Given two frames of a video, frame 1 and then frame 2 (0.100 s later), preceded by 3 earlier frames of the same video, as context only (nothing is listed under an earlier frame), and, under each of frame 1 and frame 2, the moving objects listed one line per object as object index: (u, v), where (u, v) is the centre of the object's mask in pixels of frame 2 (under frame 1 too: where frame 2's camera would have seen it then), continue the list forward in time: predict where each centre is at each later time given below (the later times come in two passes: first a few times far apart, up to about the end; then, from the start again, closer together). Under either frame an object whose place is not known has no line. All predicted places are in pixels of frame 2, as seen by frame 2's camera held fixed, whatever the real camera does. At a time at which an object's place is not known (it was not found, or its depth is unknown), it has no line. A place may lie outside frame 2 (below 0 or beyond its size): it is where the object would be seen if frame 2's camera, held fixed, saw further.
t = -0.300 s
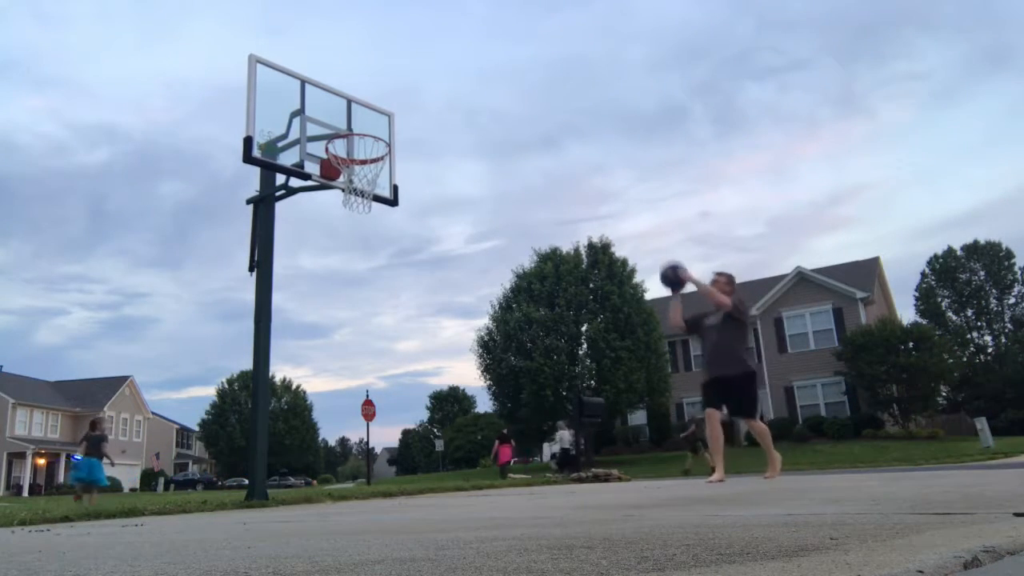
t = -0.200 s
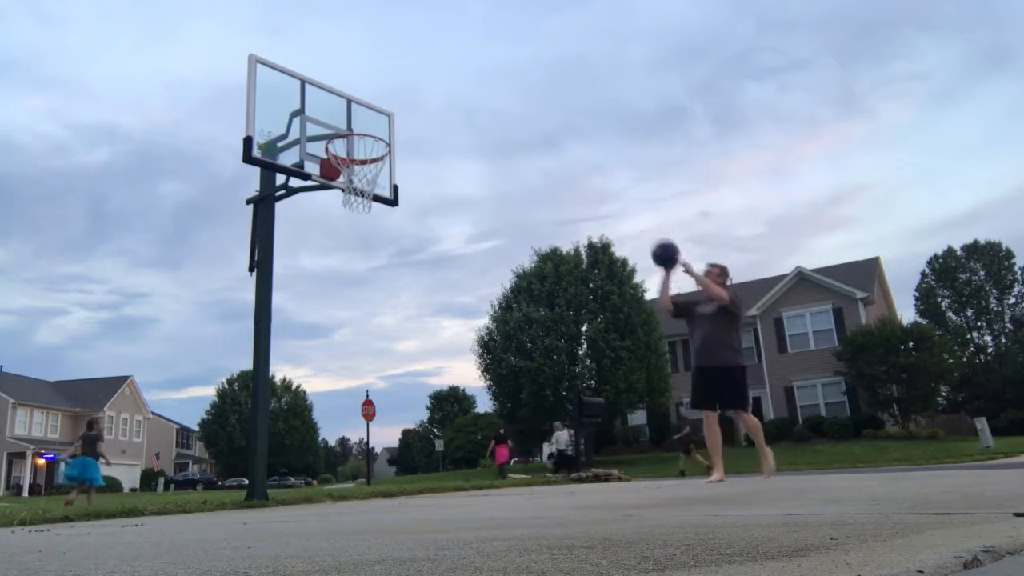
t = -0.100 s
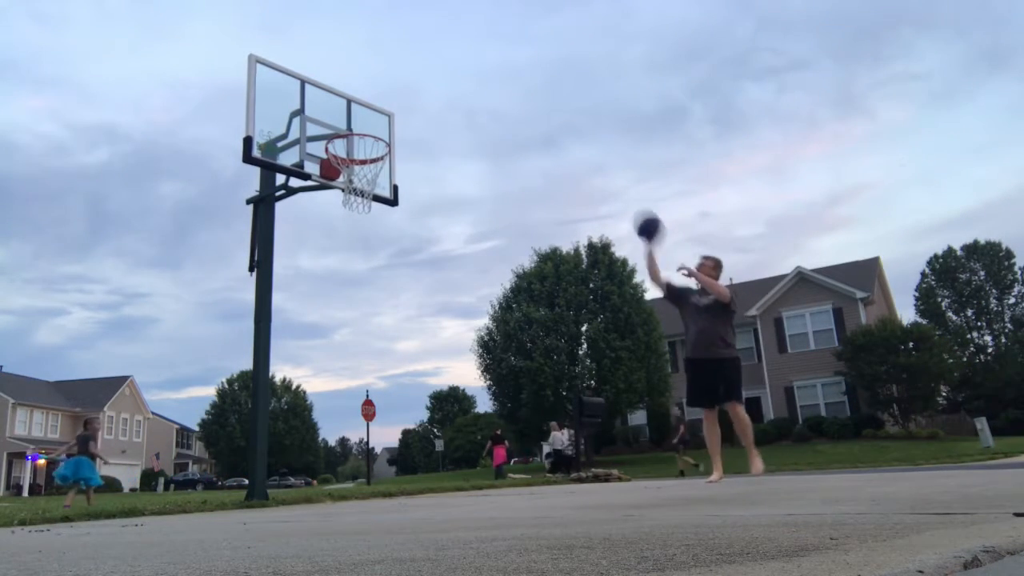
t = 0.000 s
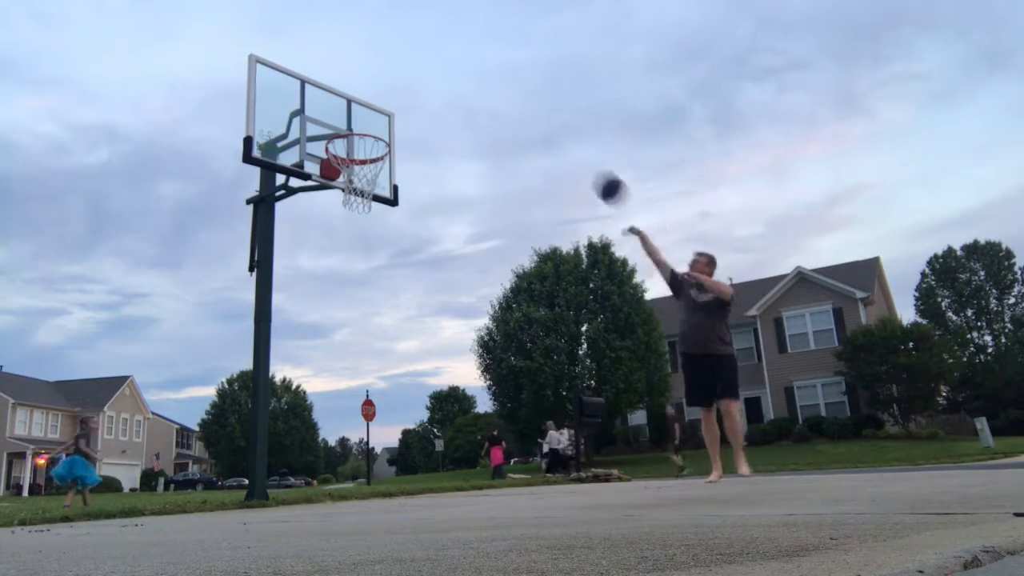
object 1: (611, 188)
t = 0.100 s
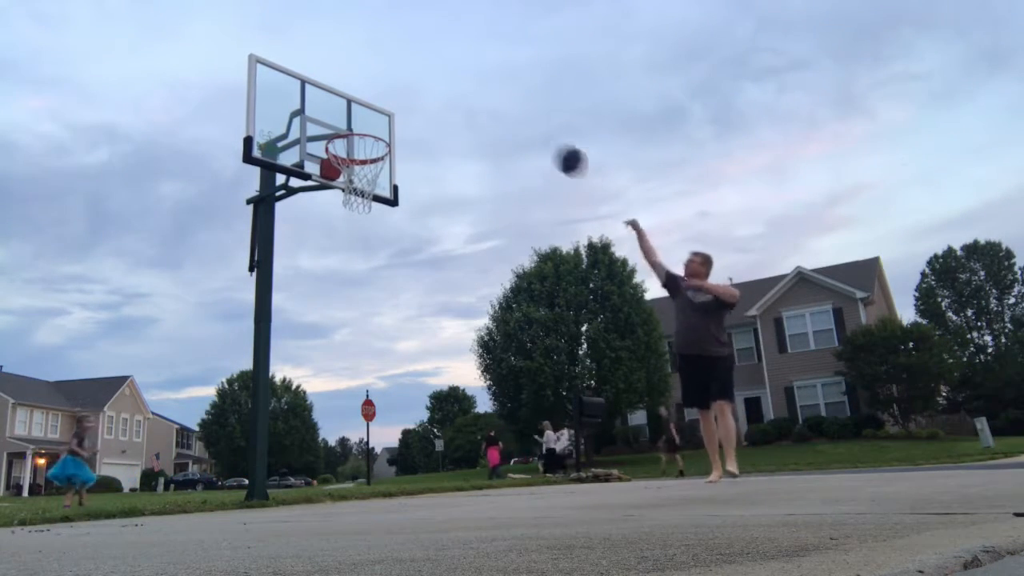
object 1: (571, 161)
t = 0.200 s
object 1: (532, 144)
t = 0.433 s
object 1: (441, 146)
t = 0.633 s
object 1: (368, 193)
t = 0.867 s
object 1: (296, 310)
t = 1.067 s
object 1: (223, 475)
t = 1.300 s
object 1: (211, 336)
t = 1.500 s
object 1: (204, 259)
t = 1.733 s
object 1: (193, 239)
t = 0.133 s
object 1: (558, 154)
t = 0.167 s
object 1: (545, 148)
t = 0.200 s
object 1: (532, 144)
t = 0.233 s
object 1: (518, 140)
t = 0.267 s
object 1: (506, 138)
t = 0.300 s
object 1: (493, 137)
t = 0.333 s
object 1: (480, 138)
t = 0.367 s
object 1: (467, 139)
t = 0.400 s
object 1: (454, 142)
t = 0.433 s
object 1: (441, 146)
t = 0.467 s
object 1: (428, 151)
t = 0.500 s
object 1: (415, 157)
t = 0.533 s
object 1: (403, 164)
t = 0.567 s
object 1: (391, 174)
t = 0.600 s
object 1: (376, 184)
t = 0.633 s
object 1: (368, 193)
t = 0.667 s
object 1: (356, 207)
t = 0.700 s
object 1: (348, 222)
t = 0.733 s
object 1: (338, 236)
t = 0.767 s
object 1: (328, 252)
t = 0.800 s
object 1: (317, 271)
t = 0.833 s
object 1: (307, 289)
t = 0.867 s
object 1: (296, 310)
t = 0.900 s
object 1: (286, 335)
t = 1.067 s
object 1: (223, 475)
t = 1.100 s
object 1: (218, 476)
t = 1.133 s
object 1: (216, 445)
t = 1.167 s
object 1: (215, 427)
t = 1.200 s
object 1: (215, 405)
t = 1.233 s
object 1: (213, 373)
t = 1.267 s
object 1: (212, 354)
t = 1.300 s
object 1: (211, 336)
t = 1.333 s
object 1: (210, 319)
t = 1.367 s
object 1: (209, 304)
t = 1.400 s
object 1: (208, 290)
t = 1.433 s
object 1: (207, 278)
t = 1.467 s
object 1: (206, 267)
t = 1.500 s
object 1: (204, 259)
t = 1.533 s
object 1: (202, 251)
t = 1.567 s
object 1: (201, 246)
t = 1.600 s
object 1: (200, 242)
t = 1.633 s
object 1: (198, 239)
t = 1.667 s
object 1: (196, 237)
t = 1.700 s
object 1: (194, 237)
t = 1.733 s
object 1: (193, 239)
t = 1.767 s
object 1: (191, 242)
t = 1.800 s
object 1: (189, 246)
